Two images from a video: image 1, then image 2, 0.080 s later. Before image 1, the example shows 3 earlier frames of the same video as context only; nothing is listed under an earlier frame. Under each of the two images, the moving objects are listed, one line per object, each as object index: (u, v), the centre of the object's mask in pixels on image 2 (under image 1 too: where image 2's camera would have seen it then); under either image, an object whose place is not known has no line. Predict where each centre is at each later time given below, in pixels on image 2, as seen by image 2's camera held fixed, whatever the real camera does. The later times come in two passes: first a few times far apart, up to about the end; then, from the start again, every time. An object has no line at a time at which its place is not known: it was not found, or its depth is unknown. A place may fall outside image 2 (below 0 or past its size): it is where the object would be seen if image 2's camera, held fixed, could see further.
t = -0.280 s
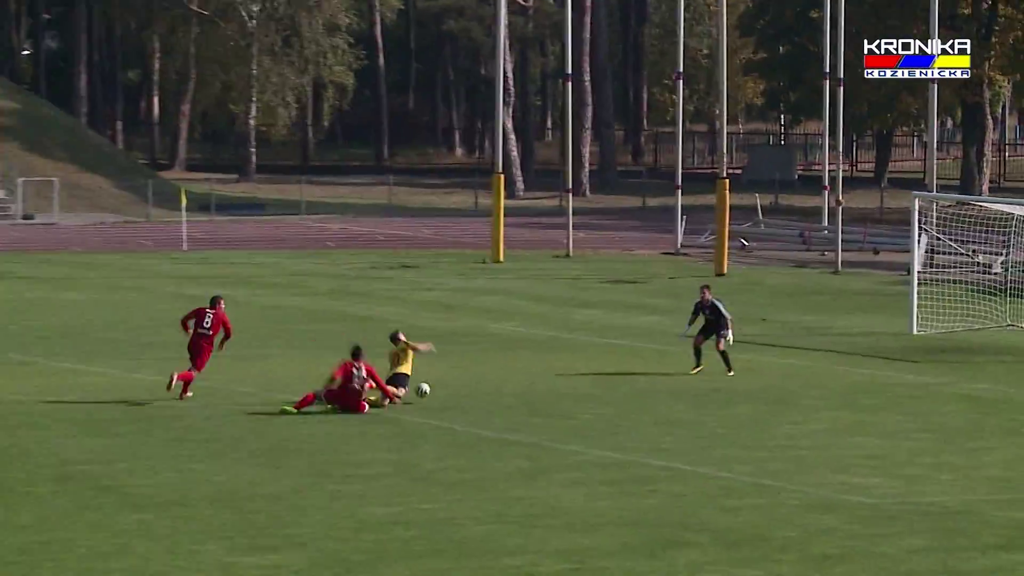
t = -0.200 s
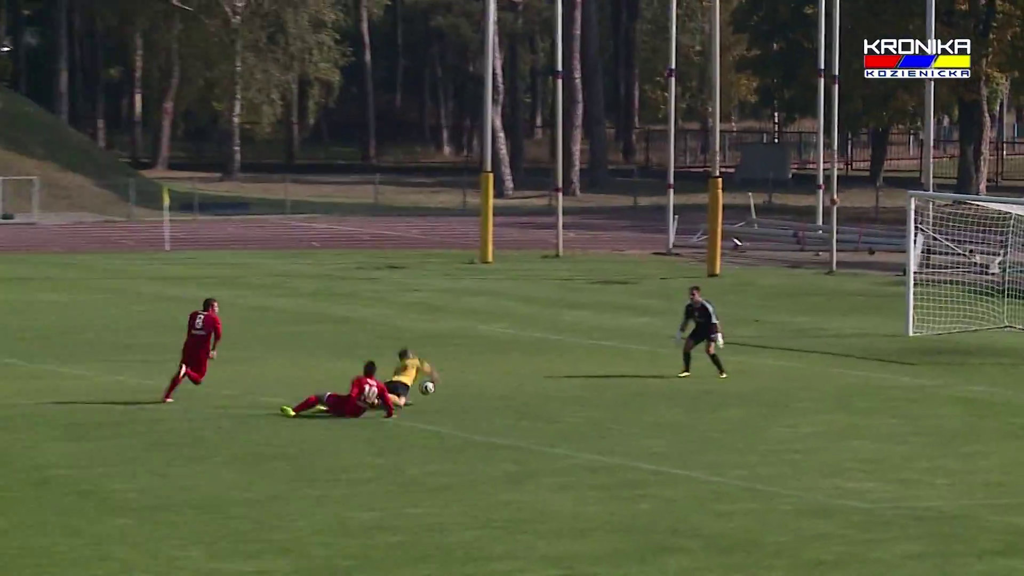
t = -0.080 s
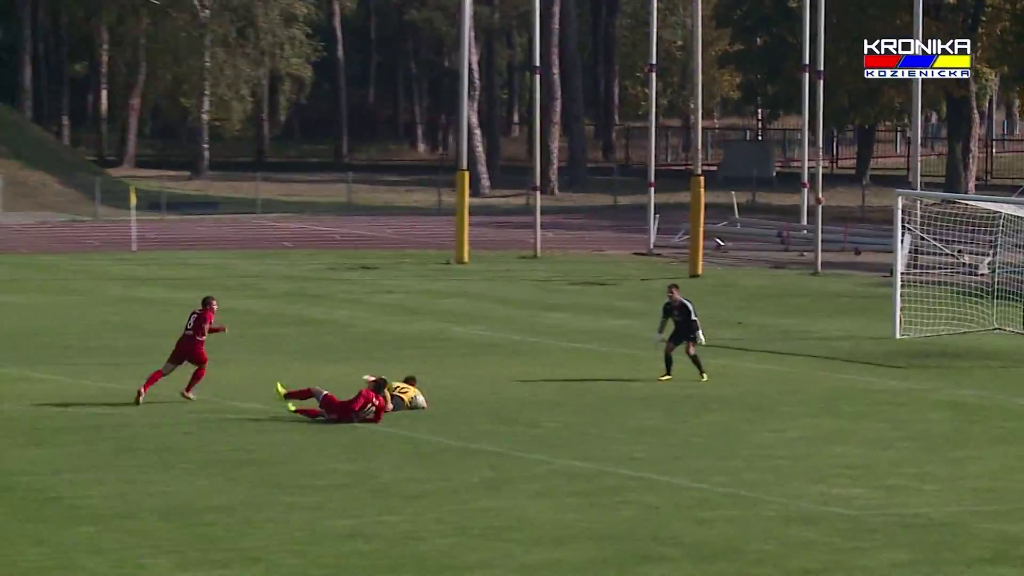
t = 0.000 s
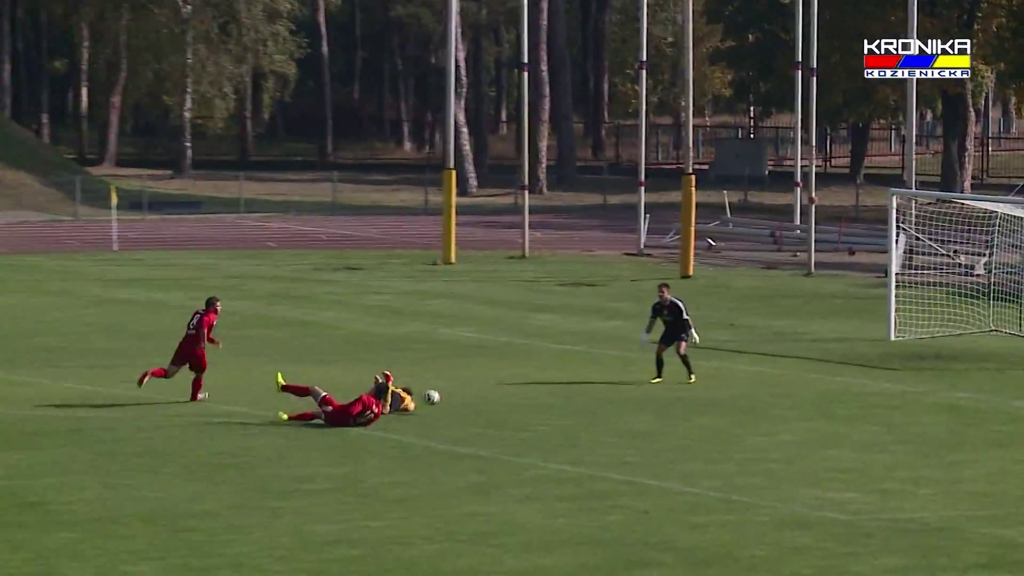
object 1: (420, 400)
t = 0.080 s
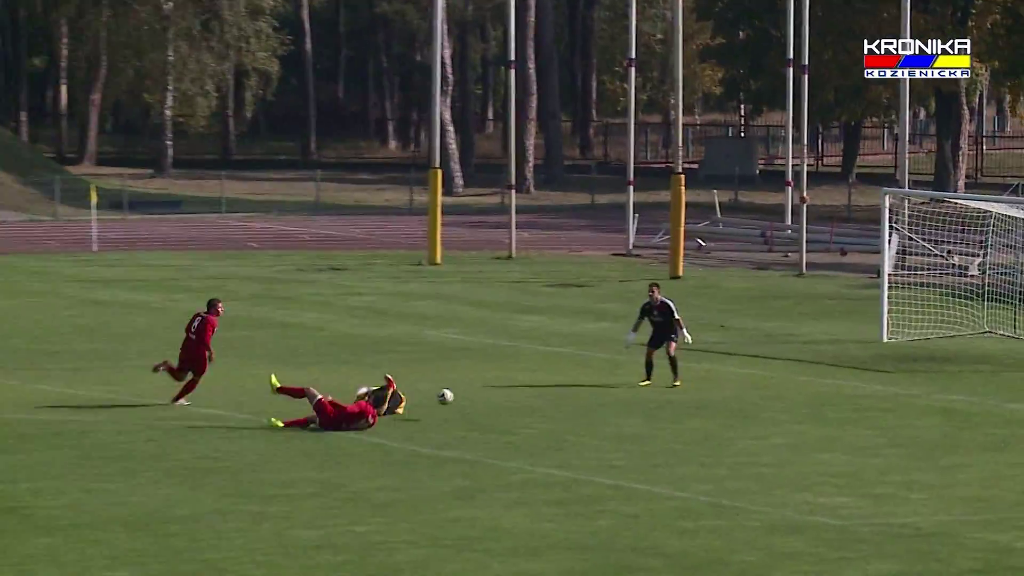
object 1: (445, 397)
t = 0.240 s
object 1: (499, 403)
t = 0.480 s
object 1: (578, 419)
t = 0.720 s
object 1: (648, 432)
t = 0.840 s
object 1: (676, 430)
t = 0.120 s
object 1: (458, 397)
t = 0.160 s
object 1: (472, 398)
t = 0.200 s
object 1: (486, 400)
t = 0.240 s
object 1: (499, 403)
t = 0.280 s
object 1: (513, 407)
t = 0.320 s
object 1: (528, 412)
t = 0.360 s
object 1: (542, 419)
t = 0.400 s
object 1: (555, 421)
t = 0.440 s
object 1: (567, 419)
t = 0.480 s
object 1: (578, 419)
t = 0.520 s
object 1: (589, 420)
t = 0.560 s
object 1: (601, 421)
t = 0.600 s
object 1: (613, 422)
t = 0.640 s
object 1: (625, 426)
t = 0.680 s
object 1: (637, 430)
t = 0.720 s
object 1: (648, 432)
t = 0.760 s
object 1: (657, 430)
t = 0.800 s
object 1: (667, 429)
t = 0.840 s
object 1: (676, 430)
